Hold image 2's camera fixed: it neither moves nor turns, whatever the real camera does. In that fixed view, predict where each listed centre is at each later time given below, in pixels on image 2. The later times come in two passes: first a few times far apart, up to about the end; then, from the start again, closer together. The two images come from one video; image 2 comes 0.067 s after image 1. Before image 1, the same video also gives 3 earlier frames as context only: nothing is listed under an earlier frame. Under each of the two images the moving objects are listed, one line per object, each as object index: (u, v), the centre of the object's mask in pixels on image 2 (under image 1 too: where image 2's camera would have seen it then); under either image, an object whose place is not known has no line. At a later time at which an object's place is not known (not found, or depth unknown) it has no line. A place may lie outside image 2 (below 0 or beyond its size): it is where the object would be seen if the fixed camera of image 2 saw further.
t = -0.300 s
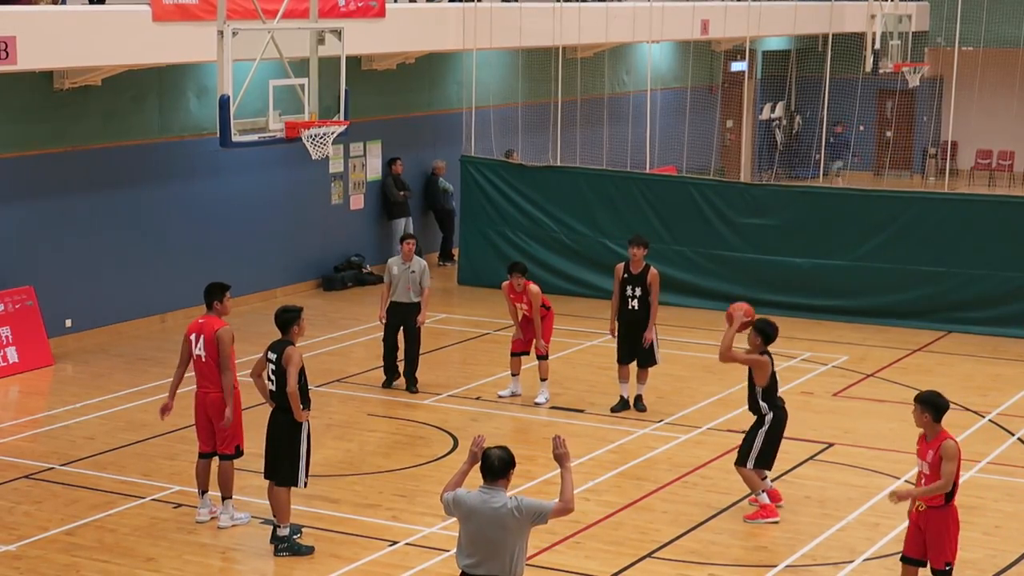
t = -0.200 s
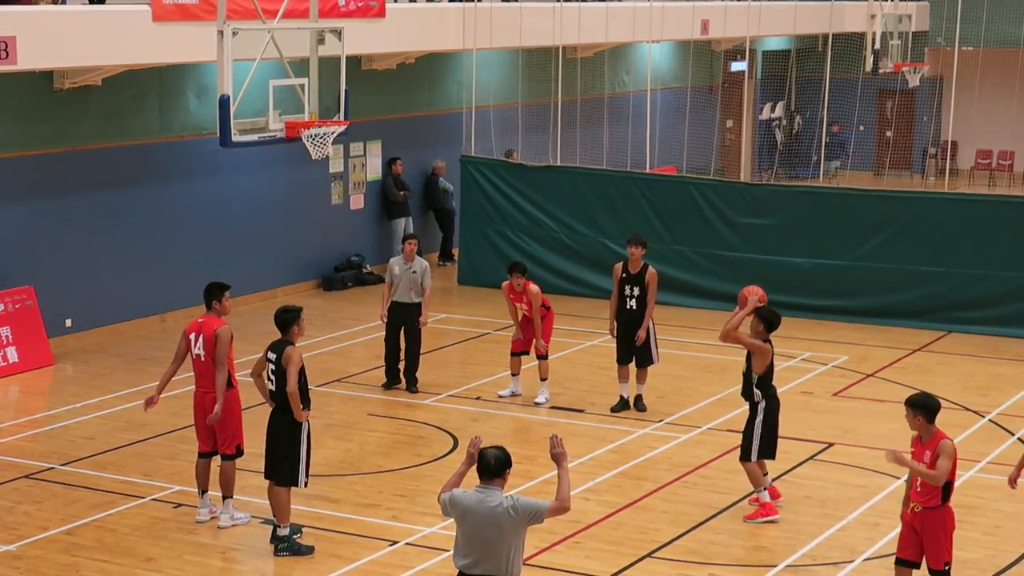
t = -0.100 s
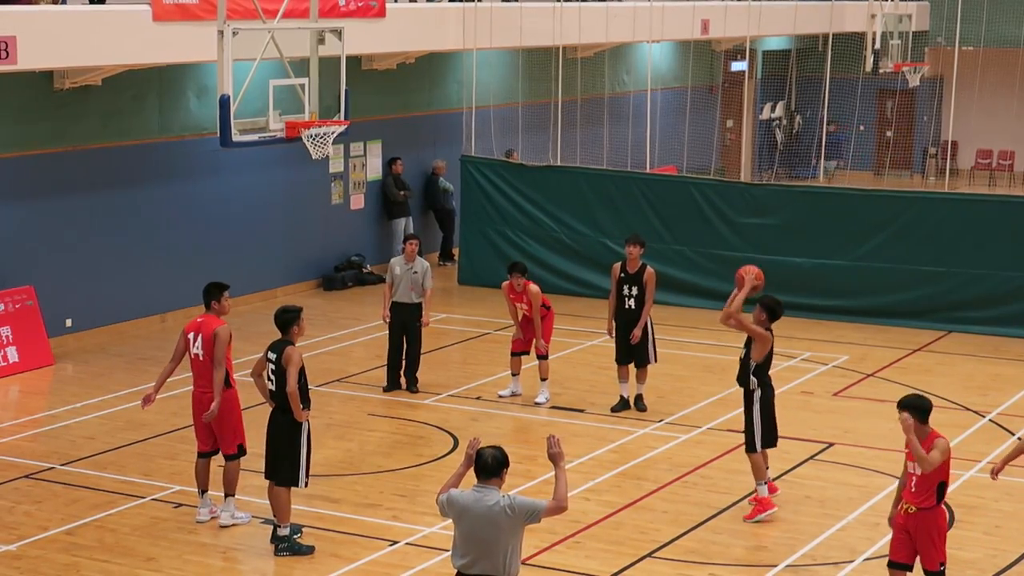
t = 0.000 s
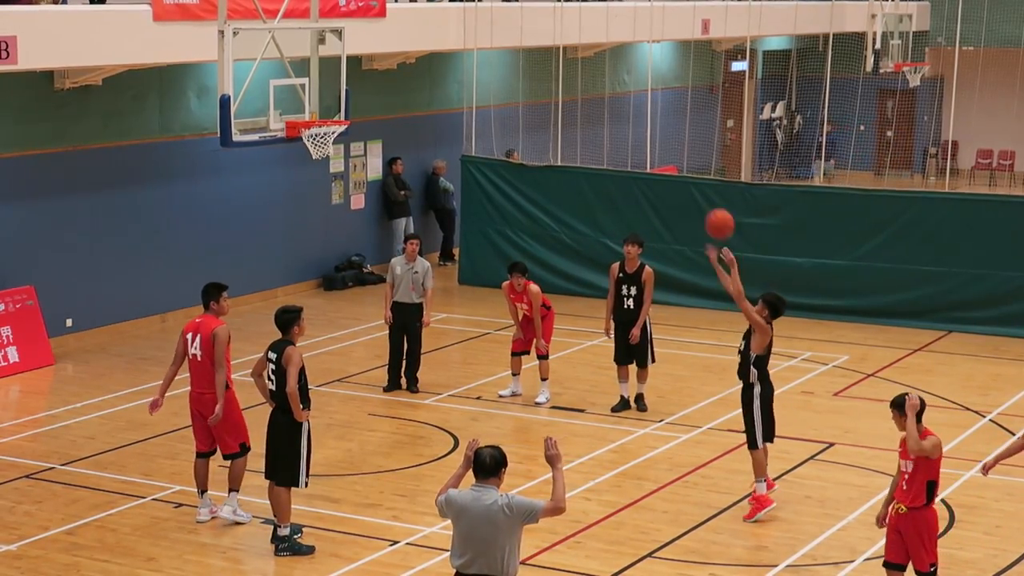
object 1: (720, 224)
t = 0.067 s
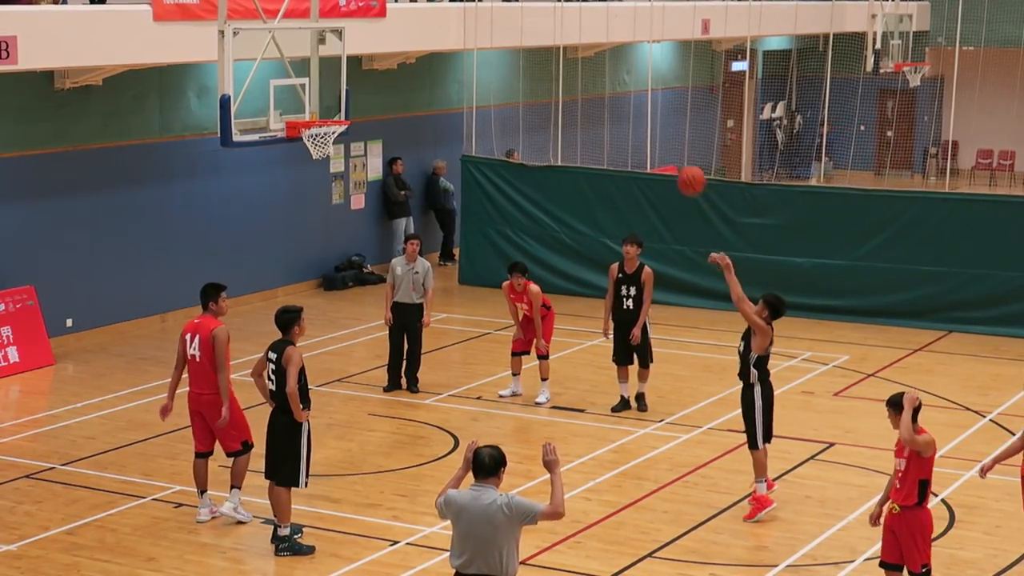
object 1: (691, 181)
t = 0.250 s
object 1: (614, 88)
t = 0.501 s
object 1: (514, 27)
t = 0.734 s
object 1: (427, 34)
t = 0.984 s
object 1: (340, 105)
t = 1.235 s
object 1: (306, 162)
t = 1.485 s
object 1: (298, 243)
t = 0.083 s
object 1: (684, 171)
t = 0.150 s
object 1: (656, 133)
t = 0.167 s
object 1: (649, 125)
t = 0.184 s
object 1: (642, 117)
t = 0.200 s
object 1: (635, 109)
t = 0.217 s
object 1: (627, 102)
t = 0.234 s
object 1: (621, 95)
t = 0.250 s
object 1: (614, 88)
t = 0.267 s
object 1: (607, 81)
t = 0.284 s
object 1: (601, 75)
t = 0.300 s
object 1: (594, 70)
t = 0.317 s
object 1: (587, 64)
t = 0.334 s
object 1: (580, 59)
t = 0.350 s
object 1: (574, 55)
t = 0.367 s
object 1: (567, 50)
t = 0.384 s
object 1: (561, 46)
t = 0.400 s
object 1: (554, 43)
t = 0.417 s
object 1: (547, 39)
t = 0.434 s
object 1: (541, 36)
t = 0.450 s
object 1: (534, 33)
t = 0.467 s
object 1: (527, 31)
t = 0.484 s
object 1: (521, 29)
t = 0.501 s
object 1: (514, 27)
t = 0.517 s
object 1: (508, 26)
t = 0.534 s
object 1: (502, 24)
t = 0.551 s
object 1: (495, 23)
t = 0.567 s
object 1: (489, 23)
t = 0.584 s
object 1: (482, 22)
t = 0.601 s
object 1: (476, 22)
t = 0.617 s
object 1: (470, 23)
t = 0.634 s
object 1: (464, 23)
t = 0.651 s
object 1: (457, 24)
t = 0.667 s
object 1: (451, 26)
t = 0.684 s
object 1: (445, 27)
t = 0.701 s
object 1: (439, 29)
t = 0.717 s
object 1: (433, 31)
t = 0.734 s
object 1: (427, 34)
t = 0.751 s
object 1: (421, 37)
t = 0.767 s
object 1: (415, 39)
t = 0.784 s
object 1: (409, 43)
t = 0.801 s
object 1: (403, 47)
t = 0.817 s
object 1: (397, 50)
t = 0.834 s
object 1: (391, 55)
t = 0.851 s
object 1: (385, 59)
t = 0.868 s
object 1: (380, 64)
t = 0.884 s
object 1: (374, 68)
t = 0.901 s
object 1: (369, 74)
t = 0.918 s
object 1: (363, 79)
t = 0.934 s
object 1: (358, 85)
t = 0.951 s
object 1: (351, 91)
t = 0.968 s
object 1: (346, 98)
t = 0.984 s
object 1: (340, 105)
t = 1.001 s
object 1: (335, 111)
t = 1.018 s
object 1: (329, 115)
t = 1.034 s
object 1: (323, 125)
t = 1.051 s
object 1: (318, 132)
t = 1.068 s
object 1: (312, 140)
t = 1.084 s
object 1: (311, 144)
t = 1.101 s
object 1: (310, 146)
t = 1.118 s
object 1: (309, 146)
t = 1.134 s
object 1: (308, 148)
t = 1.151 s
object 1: (308, 149)
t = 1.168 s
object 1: (307, 151)
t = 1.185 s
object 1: (307, 153)
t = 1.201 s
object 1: (306, 156)
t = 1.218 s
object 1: (306, 159)
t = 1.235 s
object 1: (306, 162)
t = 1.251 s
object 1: (305, 165)
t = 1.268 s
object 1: (304, 169)
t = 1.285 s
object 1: (304, 173)
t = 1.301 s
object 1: (304, 177)
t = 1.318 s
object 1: (303, 181)
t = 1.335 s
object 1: (303, 187)
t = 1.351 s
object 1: (302, 192)
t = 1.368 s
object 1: (302, 198)
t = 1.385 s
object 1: (302, 204)
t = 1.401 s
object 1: (301, 209)
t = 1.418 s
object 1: (300, 215)
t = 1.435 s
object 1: (300, 222)
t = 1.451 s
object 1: (300, 229)
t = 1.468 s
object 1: (299, 235)
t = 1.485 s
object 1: (298, 243)
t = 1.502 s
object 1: (297, 250)
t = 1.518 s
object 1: (297, 258)
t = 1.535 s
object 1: (296, 266)
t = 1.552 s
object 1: (296, 274)
